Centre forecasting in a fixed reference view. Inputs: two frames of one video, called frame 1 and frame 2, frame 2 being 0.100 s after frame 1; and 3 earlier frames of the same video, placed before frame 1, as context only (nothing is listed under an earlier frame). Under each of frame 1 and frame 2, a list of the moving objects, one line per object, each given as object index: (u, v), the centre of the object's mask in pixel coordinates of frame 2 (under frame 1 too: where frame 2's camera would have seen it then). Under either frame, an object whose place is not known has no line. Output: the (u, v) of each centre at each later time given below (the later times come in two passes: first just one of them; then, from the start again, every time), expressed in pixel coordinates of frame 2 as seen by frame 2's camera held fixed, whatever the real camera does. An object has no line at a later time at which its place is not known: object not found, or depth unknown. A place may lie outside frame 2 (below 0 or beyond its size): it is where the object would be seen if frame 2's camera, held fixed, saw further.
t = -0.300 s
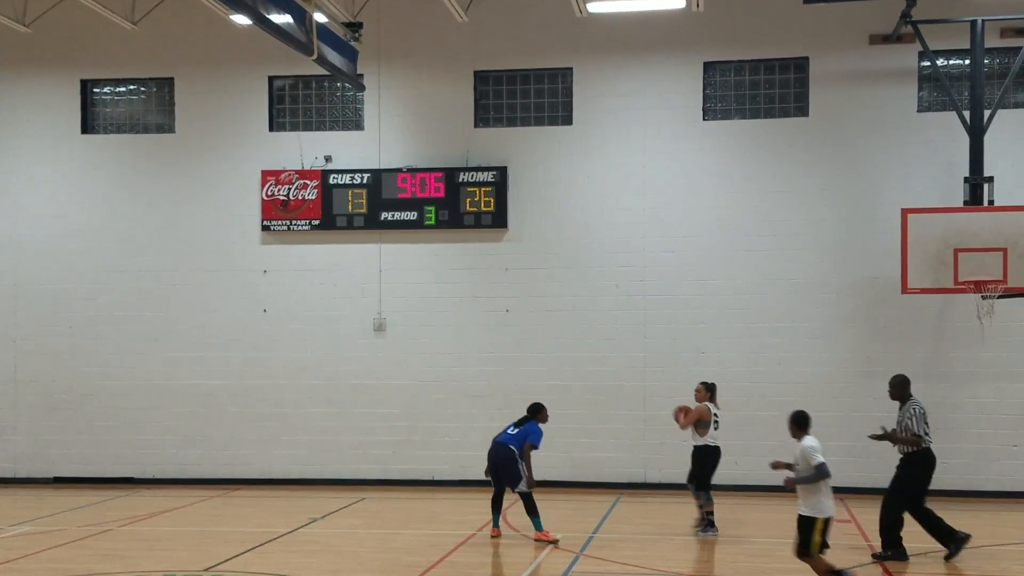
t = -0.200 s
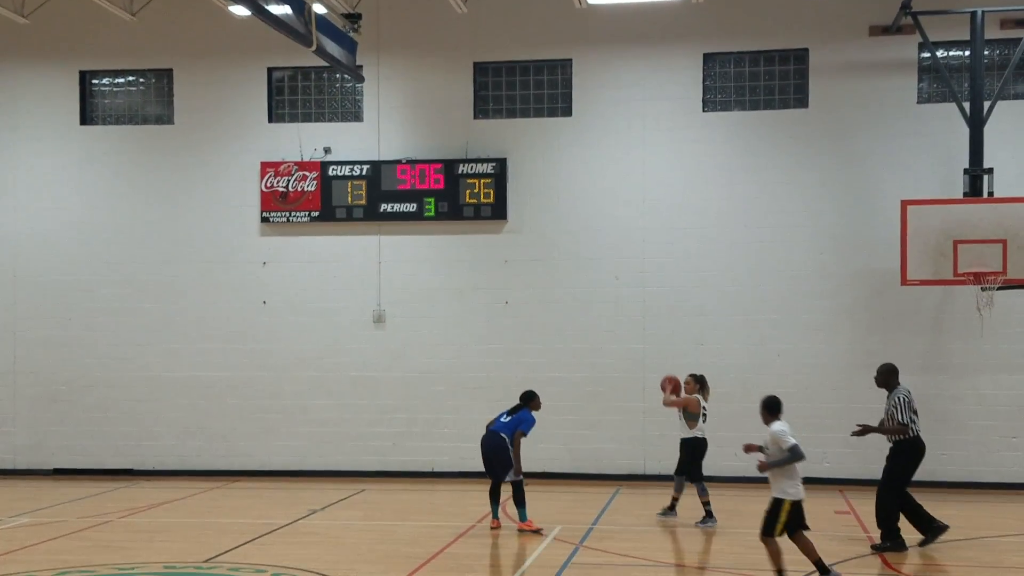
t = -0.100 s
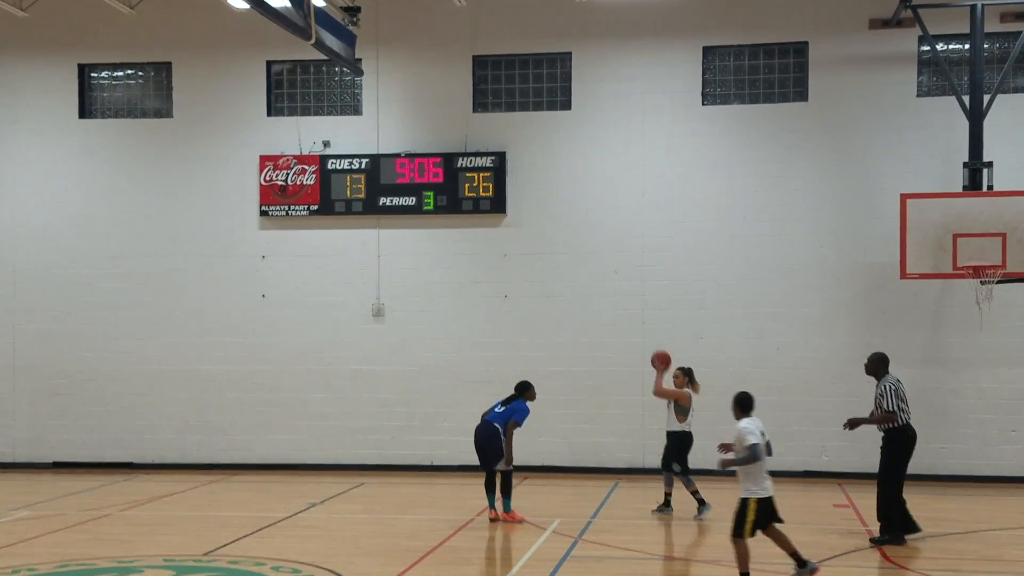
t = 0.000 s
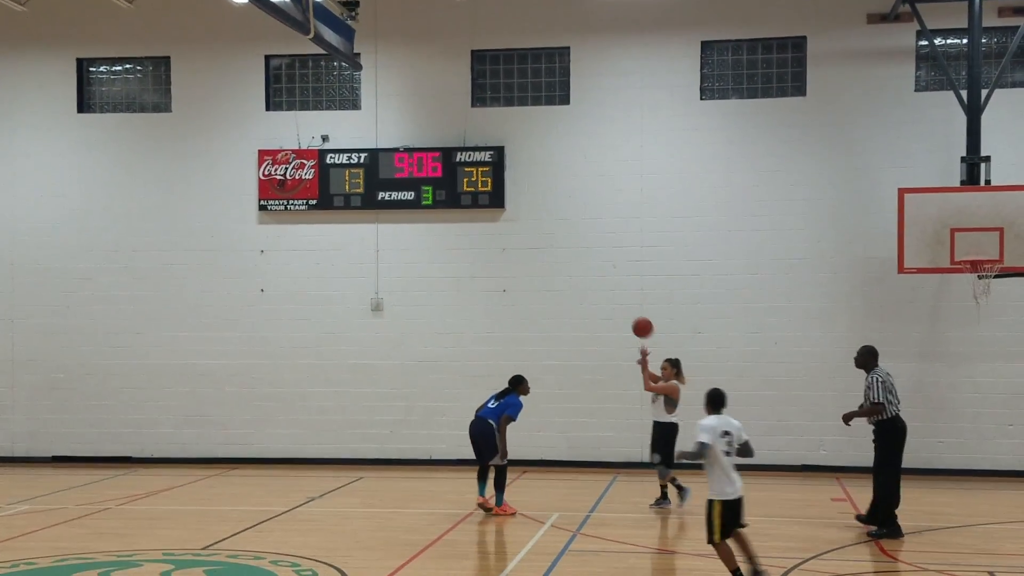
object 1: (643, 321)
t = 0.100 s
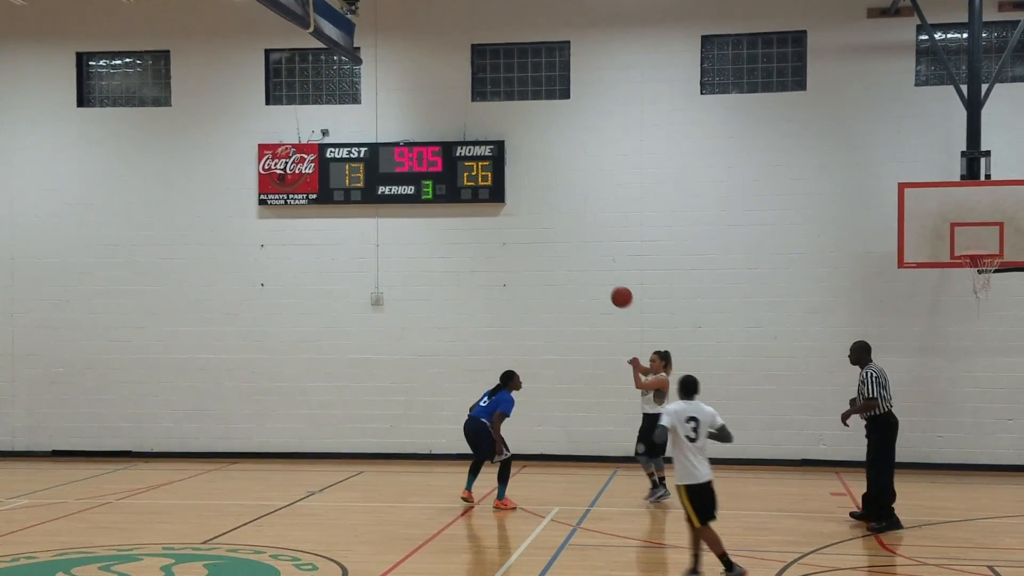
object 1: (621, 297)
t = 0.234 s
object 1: (591, 276)
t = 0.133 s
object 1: (614, 290)
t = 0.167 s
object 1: (607, 284)
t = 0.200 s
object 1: (599, 280)
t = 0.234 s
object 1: (591, 276)
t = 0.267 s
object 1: (583, 273)
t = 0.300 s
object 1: (575, 270)
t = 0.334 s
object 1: (567, 270)
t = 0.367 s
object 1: (559, 269)
